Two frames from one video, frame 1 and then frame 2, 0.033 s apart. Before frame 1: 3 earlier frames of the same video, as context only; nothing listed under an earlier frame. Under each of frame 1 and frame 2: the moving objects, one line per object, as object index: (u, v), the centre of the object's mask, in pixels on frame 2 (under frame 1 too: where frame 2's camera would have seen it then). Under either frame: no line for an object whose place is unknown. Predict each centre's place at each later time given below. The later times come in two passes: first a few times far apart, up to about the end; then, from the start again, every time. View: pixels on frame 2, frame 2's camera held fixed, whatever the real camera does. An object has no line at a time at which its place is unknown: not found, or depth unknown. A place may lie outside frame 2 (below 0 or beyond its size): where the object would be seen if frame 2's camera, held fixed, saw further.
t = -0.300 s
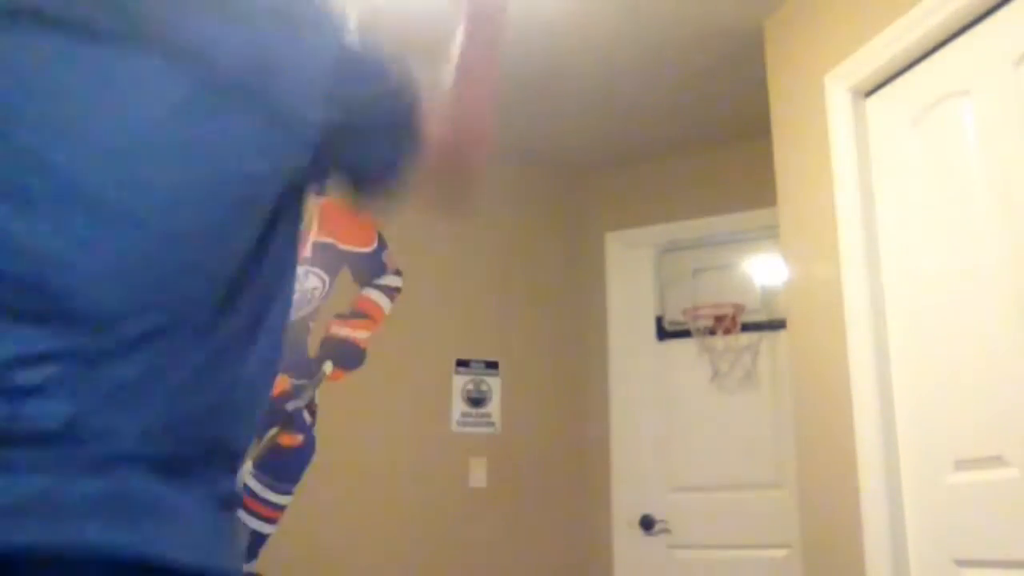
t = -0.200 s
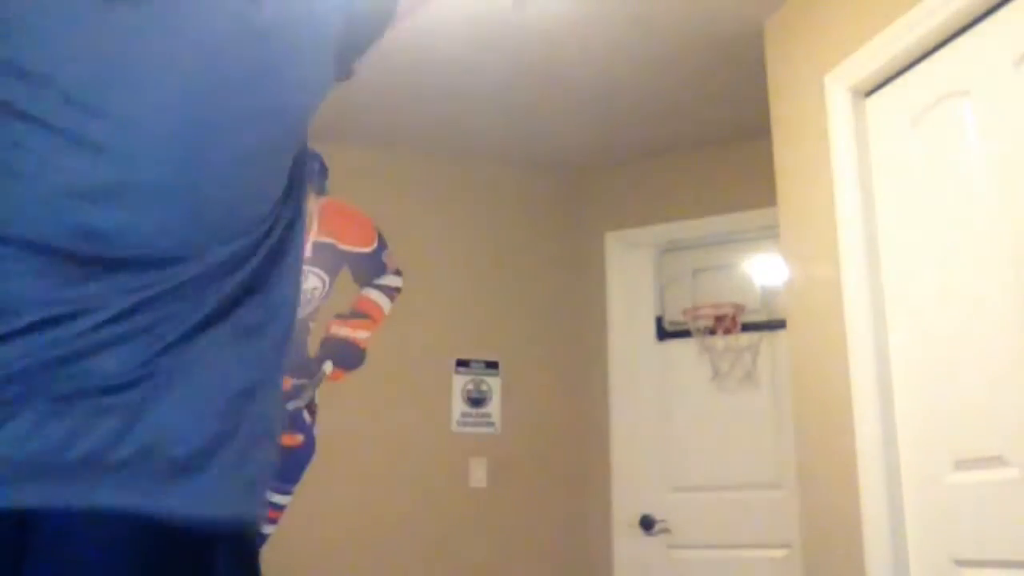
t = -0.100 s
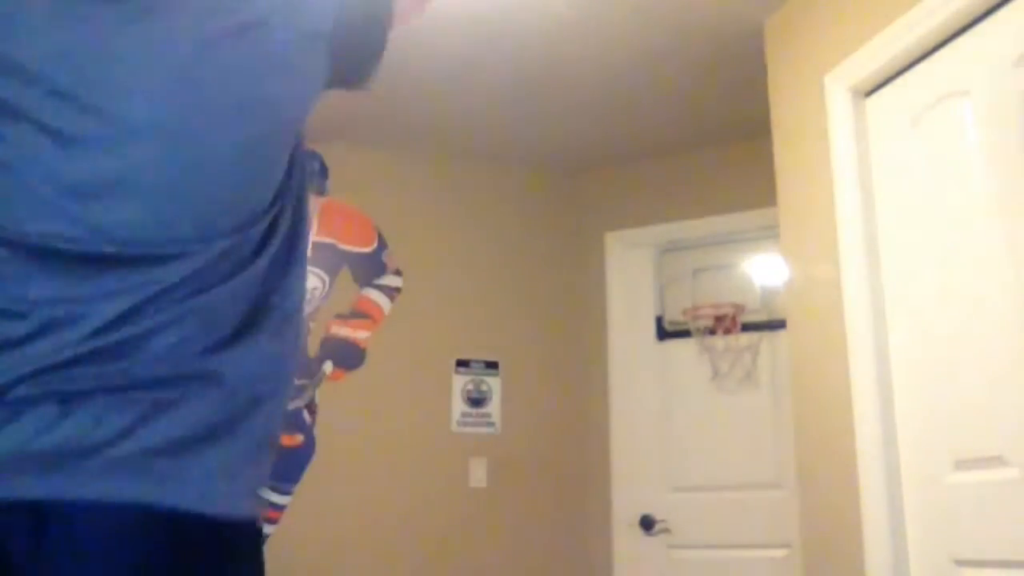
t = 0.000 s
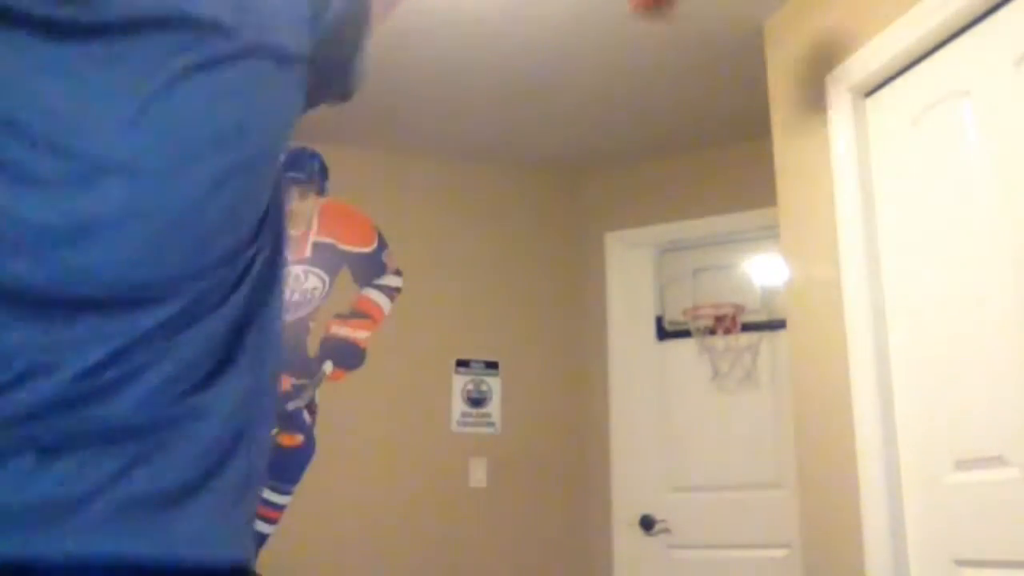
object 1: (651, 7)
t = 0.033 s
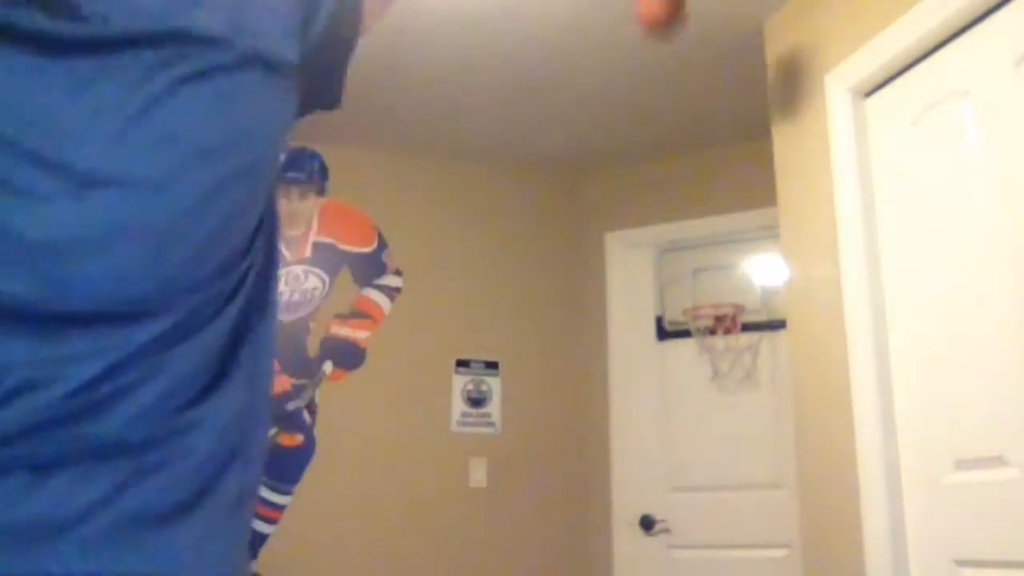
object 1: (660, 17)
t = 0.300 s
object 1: (712, 218)
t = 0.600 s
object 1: (691, 418)
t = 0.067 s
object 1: (668, 32)
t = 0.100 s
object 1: (676, 56)
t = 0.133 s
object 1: (682, 81)
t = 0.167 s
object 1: (688, 106)
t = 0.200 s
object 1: (695, 132)
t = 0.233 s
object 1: (702, 159)
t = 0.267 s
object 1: (707, 186)
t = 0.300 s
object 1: (712, 218)
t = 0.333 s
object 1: (723, 255)
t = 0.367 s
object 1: (725, 277)
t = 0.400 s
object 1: (718, 286)
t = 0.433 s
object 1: (711, 301)
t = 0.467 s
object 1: (708, 319)
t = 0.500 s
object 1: (703, 344)
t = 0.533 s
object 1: (701, 363)
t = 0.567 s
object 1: (696, 387)
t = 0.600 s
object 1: (691, 418)
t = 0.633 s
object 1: (687, 454)
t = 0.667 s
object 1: (682, 494)
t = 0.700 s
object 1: (677, 539)
